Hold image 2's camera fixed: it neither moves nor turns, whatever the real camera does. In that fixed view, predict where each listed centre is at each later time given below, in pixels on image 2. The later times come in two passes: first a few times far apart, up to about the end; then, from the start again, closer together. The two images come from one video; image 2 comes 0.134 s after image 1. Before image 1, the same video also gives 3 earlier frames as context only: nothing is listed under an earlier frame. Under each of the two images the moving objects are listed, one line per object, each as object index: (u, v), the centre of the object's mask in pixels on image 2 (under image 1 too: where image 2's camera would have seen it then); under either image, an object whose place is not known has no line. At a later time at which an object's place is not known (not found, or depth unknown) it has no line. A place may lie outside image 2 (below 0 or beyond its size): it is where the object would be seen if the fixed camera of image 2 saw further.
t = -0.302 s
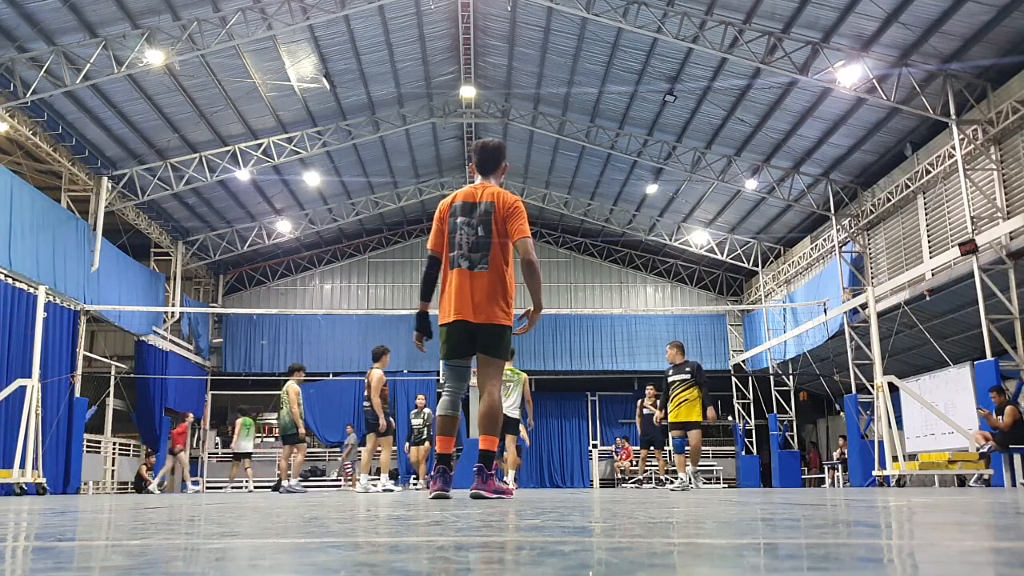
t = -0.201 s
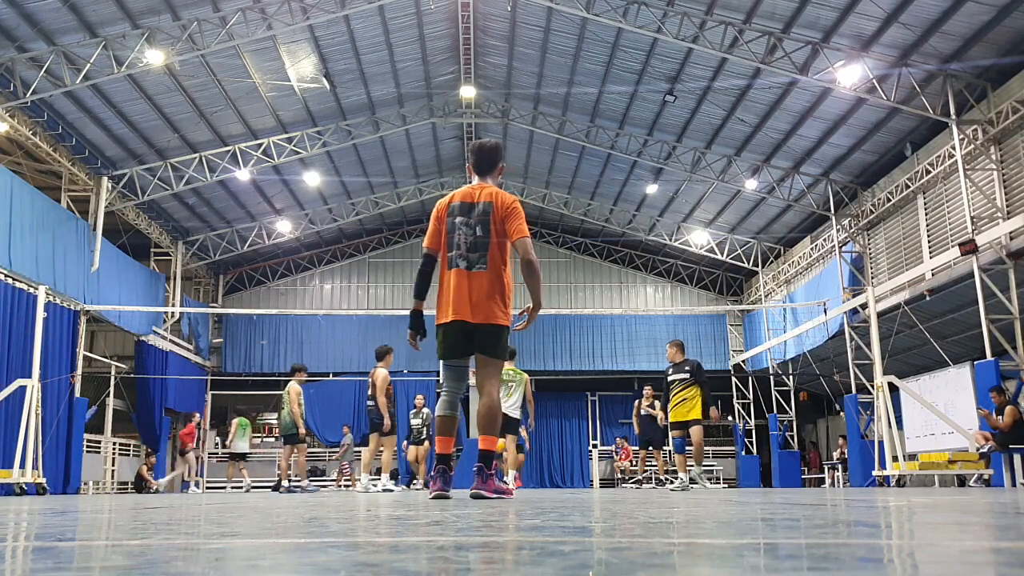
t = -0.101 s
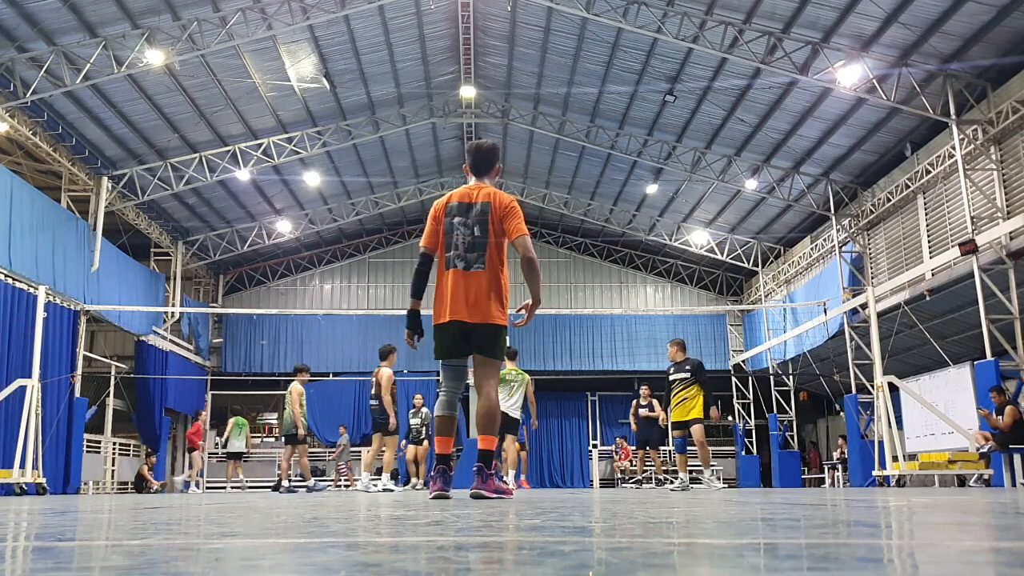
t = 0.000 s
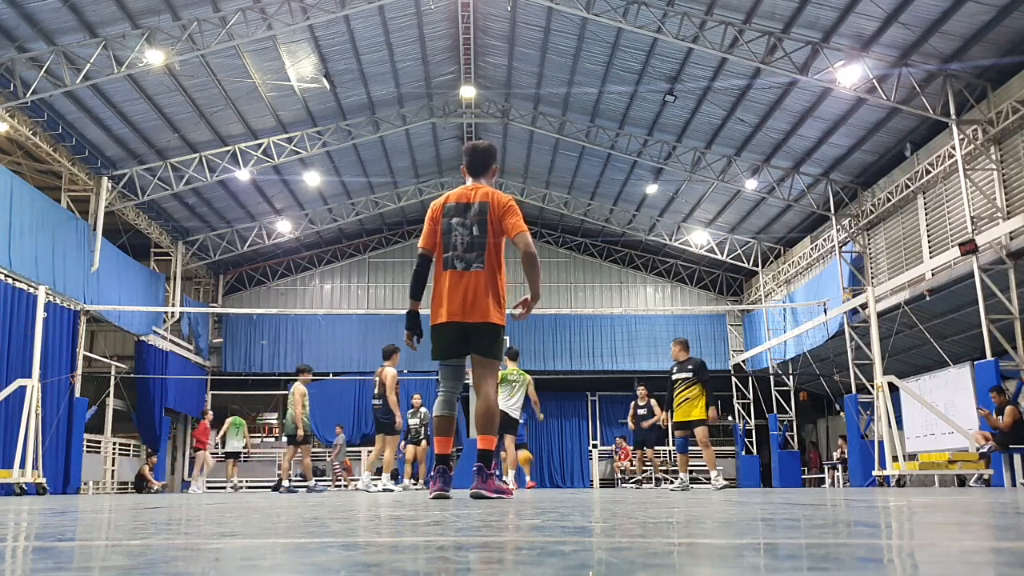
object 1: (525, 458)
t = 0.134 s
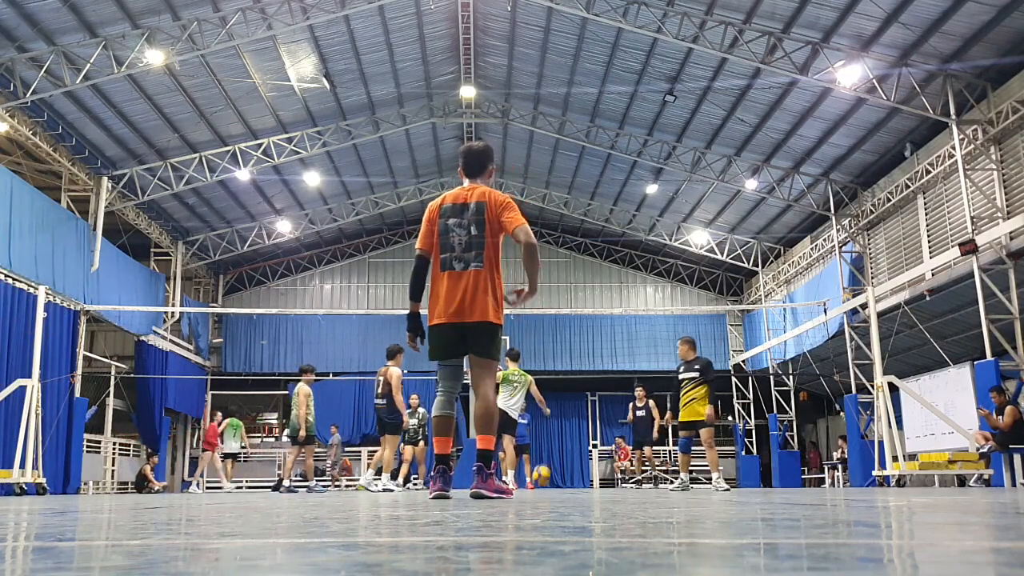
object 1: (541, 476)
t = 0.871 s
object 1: (623, 440)
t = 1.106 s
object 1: (667, 447)
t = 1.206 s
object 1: (694, 473)
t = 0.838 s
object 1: (618, 445)
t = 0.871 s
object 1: (623, 440)
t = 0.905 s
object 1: (628, 437)
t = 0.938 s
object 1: (635, 434)
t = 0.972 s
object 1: (640, 434)
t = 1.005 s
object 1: (648, 435)
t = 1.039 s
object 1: (652, 437)
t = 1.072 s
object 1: (660, 441)
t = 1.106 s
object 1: (667, 447)
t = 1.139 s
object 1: (675, 456)
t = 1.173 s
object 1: (683, 466)
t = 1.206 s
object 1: (694, 473)
